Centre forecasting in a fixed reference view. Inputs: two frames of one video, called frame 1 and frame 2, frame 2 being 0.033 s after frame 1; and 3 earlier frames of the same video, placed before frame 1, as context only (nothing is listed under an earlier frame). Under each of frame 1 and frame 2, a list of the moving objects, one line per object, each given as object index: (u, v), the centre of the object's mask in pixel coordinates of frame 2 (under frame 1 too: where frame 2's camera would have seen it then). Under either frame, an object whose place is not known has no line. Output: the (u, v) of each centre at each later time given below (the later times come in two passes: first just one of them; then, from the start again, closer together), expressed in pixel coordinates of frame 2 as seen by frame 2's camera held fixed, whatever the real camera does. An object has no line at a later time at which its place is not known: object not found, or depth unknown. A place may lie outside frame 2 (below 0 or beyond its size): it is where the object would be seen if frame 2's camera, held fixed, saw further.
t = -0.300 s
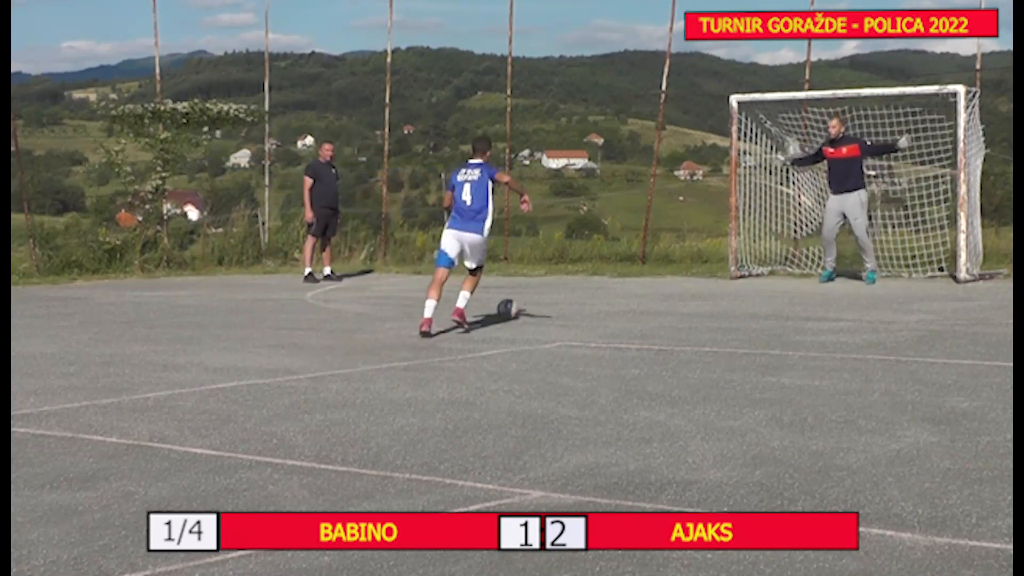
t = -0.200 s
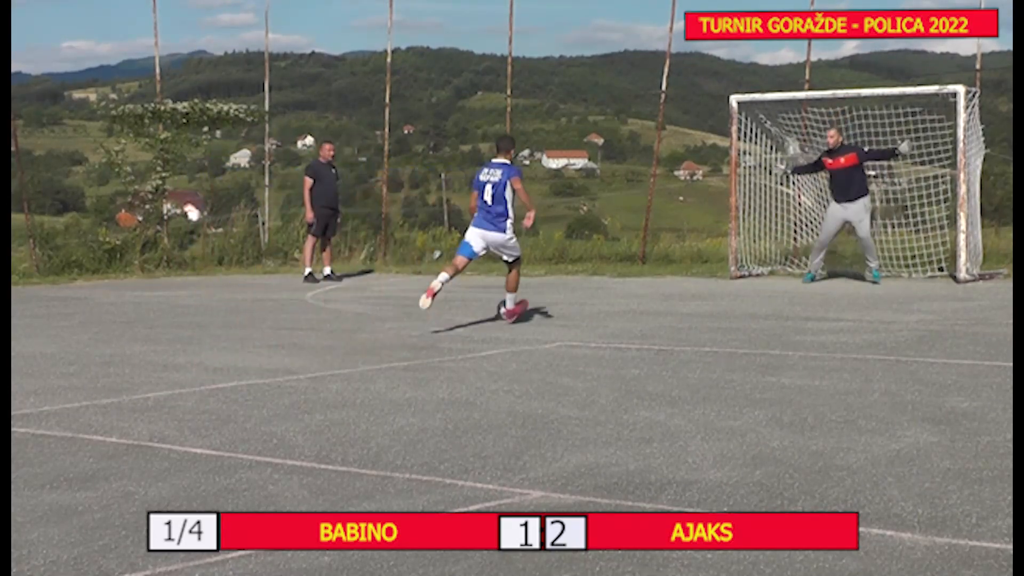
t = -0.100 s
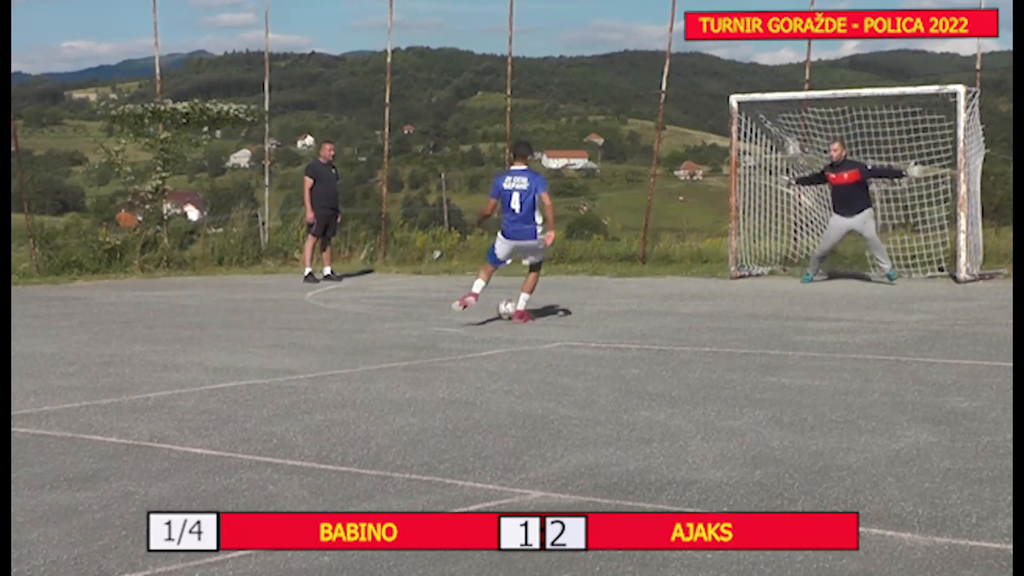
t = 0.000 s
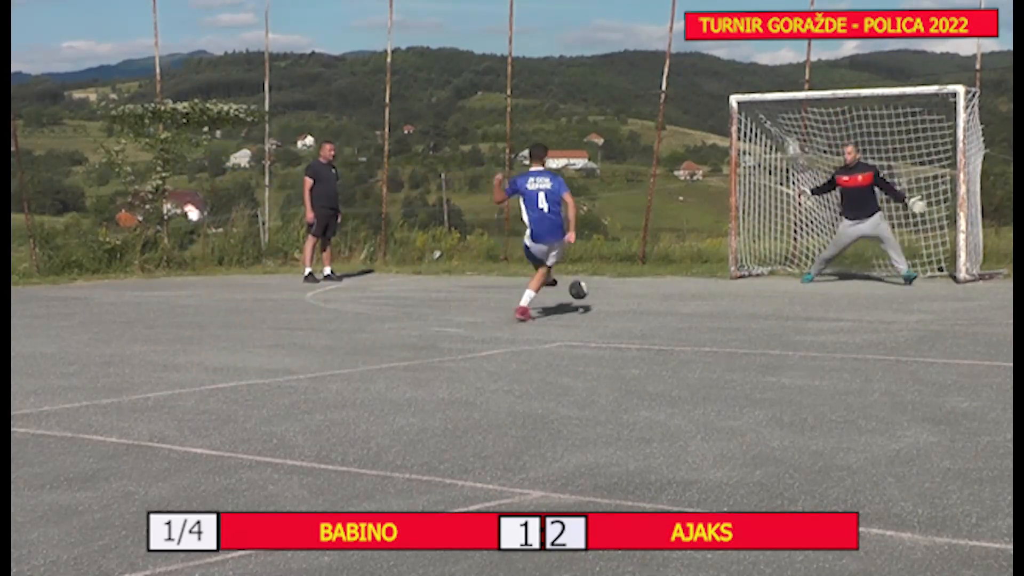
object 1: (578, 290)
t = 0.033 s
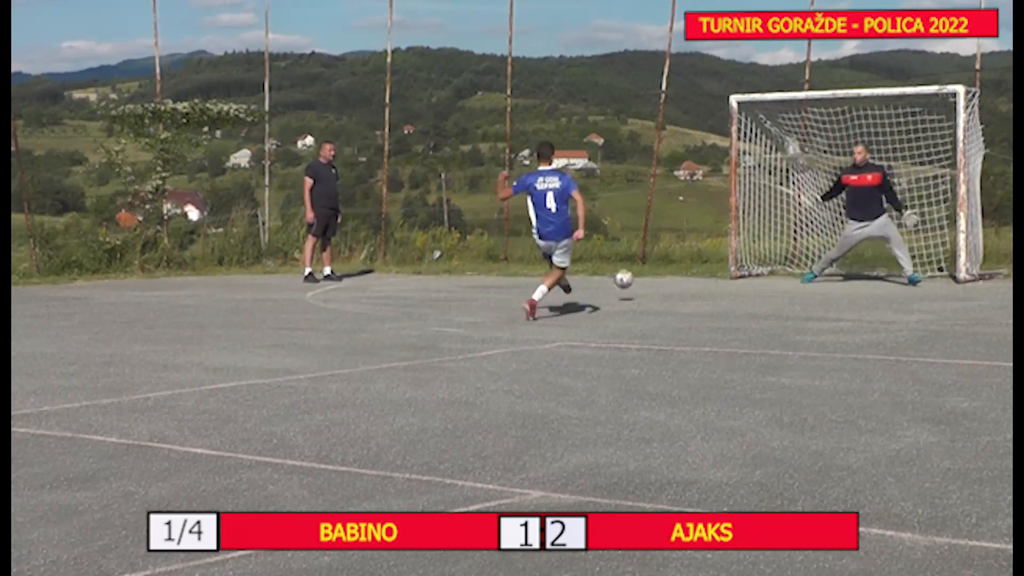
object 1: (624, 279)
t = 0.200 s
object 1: (771, 261)
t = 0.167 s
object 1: (755, 261)
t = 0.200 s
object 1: (771, 261)
